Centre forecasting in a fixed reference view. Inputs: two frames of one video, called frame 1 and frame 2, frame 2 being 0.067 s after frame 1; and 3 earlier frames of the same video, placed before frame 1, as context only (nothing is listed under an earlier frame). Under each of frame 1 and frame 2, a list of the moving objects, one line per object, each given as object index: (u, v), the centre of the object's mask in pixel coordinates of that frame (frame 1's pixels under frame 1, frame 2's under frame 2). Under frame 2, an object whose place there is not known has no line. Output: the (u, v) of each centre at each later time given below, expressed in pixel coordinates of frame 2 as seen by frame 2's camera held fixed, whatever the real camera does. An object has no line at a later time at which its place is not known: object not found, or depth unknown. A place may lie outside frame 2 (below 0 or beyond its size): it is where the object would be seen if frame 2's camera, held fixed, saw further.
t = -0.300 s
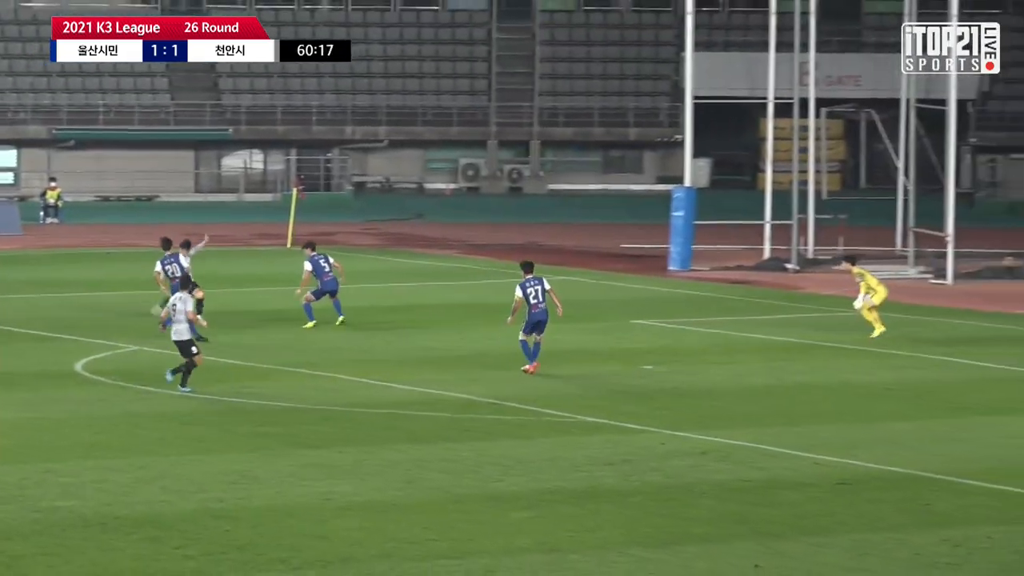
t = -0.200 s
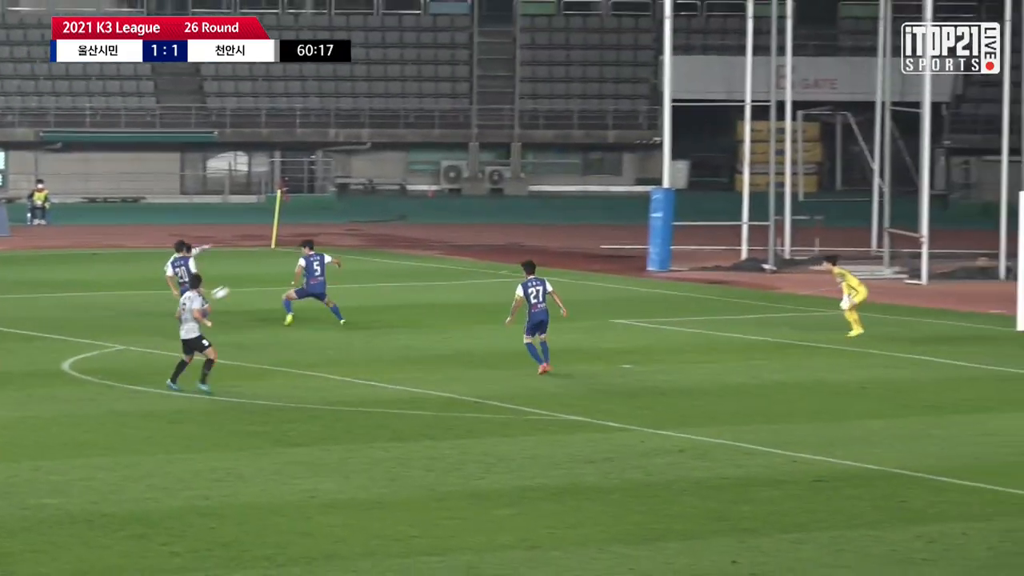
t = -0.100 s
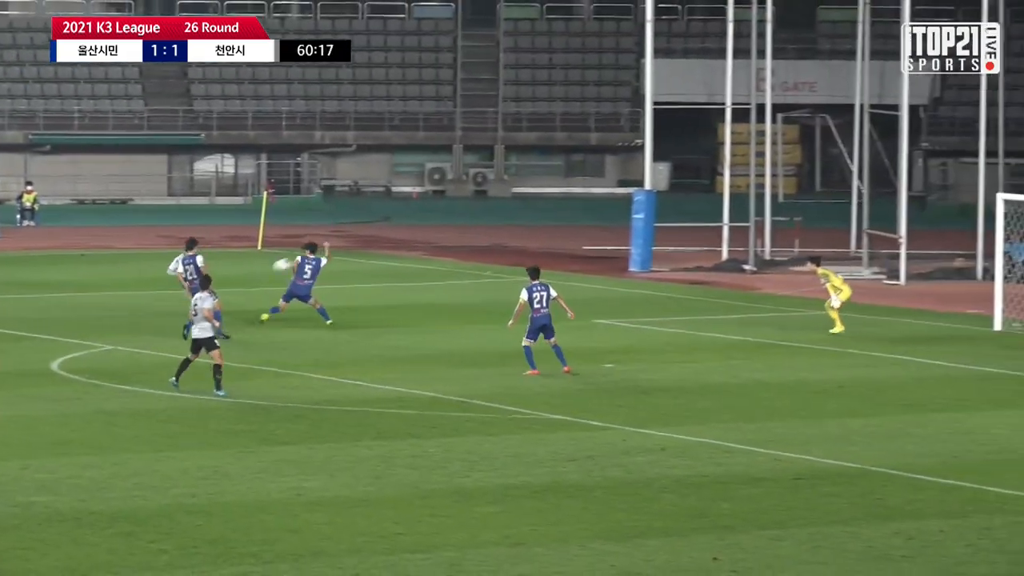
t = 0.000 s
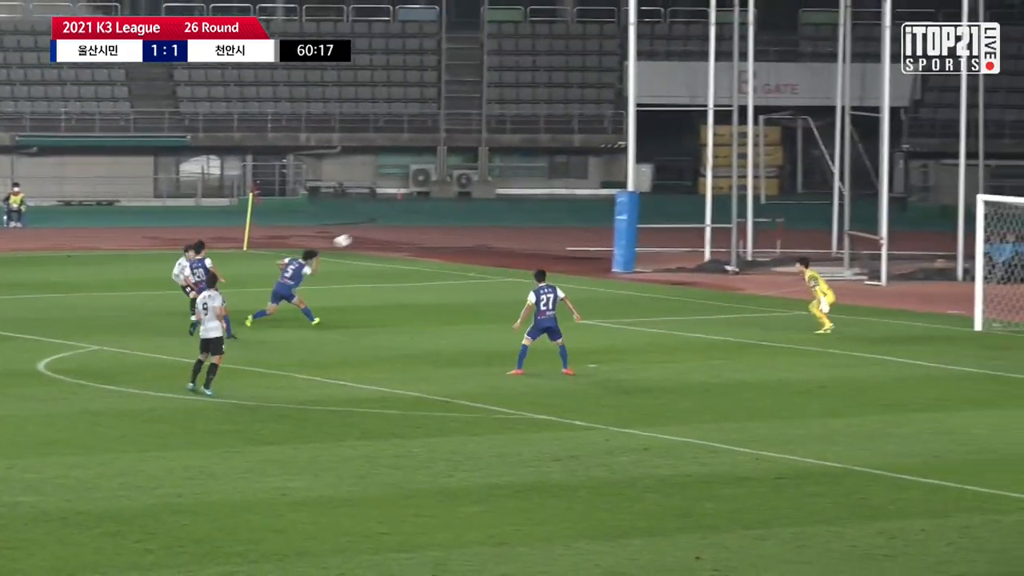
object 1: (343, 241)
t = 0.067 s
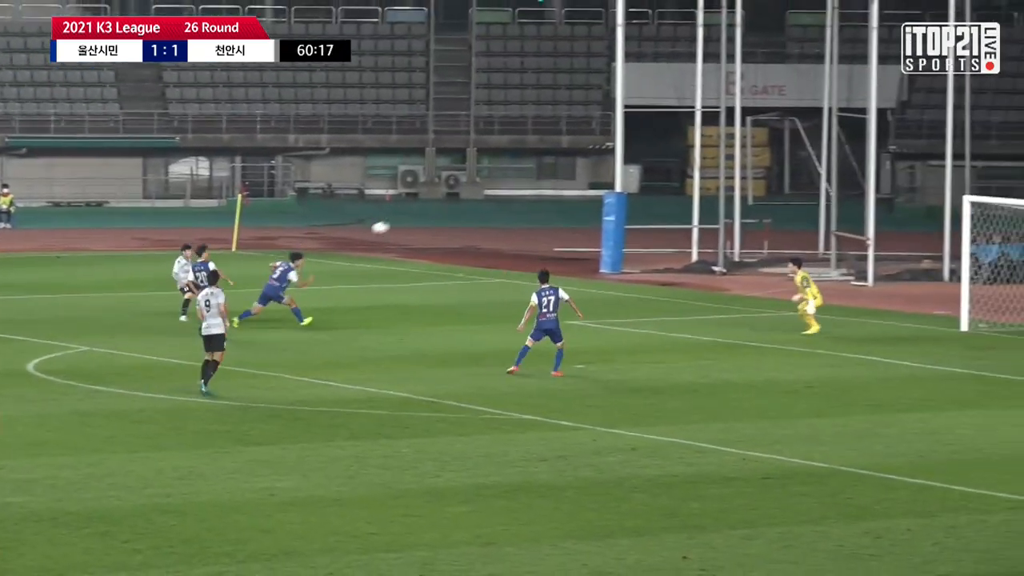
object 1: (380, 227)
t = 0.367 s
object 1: (600, 191)
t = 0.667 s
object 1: (816, 189)
